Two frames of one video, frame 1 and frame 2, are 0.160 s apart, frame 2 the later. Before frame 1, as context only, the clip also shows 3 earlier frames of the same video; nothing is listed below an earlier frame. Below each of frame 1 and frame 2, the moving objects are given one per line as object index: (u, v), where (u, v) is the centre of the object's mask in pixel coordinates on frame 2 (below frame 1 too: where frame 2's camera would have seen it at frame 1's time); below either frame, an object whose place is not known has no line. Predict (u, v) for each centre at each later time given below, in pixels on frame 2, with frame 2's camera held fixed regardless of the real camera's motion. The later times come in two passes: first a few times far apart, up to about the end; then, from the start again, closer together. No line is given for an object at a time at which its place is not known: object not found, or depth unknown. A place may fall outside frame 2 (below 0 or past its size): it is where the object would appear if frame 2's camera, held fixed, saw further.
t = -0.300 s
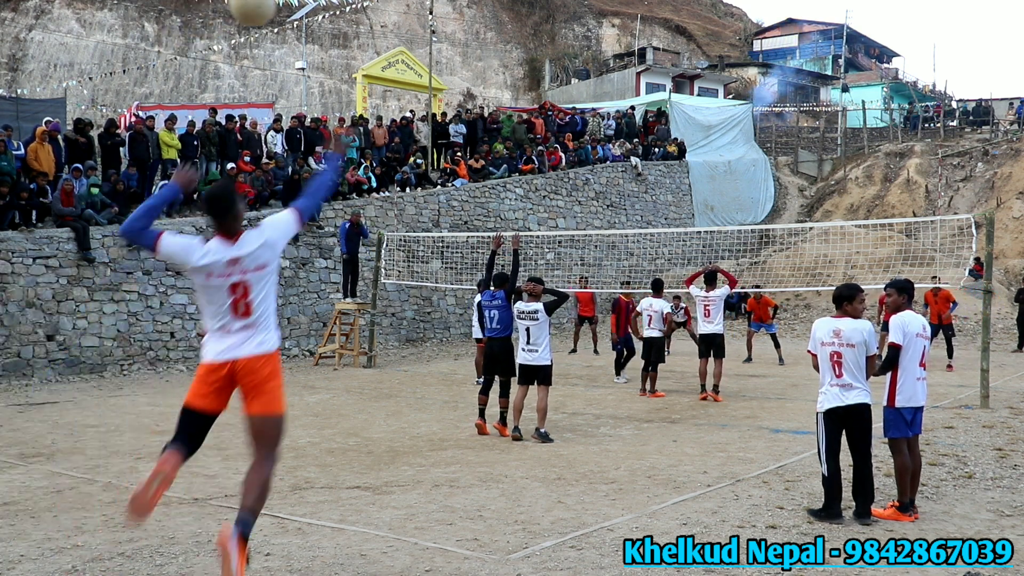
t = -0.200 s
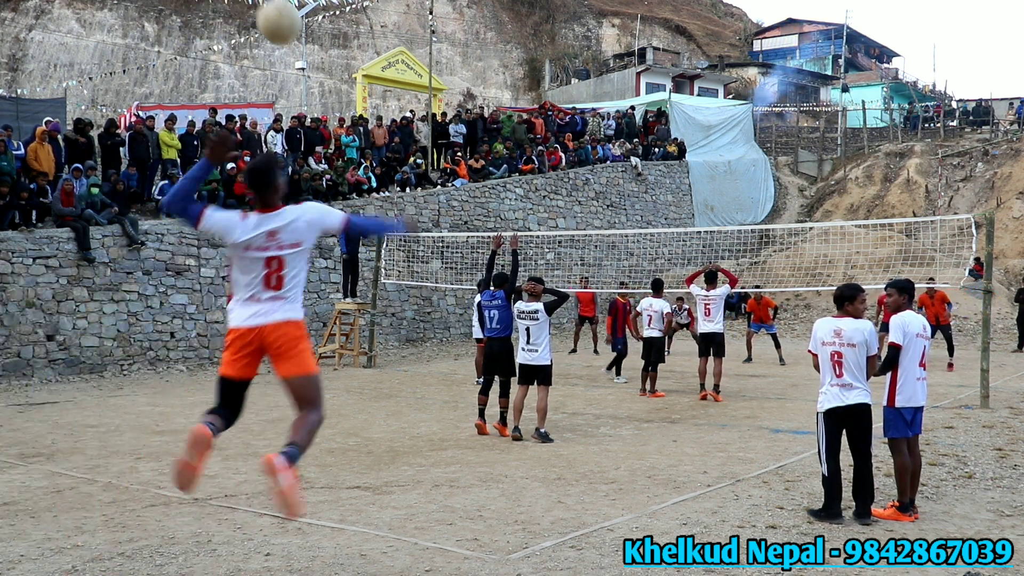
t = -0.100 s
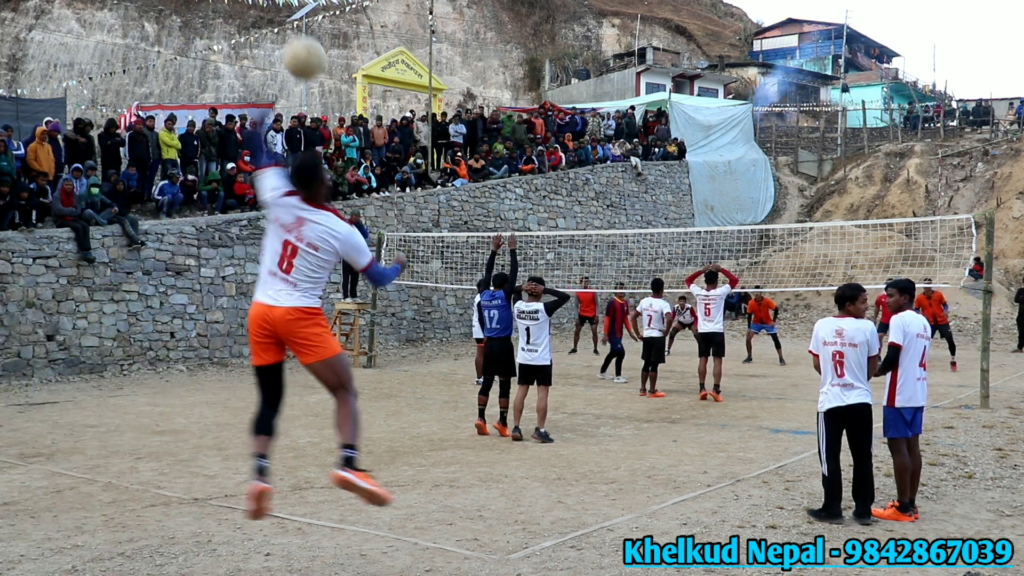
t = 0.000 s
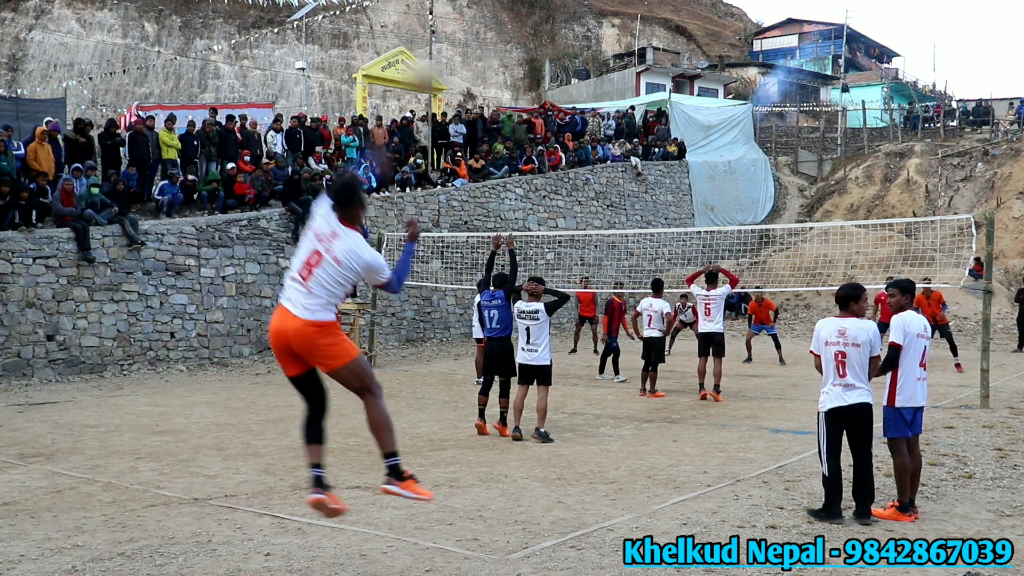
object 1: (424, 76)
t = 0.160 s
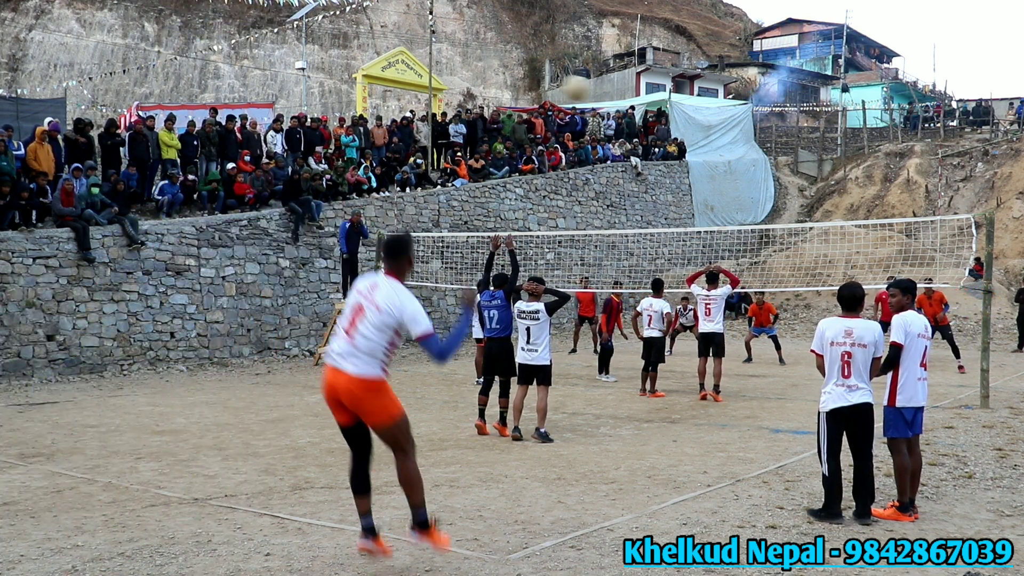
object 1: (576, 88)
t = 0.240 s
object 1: (620, 97)
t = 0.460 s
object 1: (693, 143)
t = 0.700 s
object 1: (736, 204)
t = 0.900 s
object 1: (760, 256)
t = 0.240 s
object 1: (620, 97)
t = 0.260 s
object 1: (630, 100)
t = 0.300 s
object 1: (647, 110)
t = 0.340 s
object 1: (661, 117)
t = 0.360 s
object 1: (666, 120)
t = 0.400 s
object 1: (678, 128)
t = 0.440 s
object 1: (688, 138)
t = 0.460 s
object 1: (693, 143)
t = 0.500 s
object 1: (702, 153)
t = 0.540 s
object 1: (710, 163)
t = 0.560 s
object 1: (714, 168)
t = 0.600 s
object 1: (722, 178)
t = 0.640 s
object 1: (728, 188)
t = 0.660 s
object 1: (731, 194)
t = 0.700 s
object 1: (736, 204)
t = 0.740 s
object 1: (742, 214)
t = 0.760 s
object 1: (744, 219)
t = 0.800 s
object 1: (748, 228)
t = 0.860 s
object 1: (755, 246)
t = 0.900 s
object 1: (760, 256)
